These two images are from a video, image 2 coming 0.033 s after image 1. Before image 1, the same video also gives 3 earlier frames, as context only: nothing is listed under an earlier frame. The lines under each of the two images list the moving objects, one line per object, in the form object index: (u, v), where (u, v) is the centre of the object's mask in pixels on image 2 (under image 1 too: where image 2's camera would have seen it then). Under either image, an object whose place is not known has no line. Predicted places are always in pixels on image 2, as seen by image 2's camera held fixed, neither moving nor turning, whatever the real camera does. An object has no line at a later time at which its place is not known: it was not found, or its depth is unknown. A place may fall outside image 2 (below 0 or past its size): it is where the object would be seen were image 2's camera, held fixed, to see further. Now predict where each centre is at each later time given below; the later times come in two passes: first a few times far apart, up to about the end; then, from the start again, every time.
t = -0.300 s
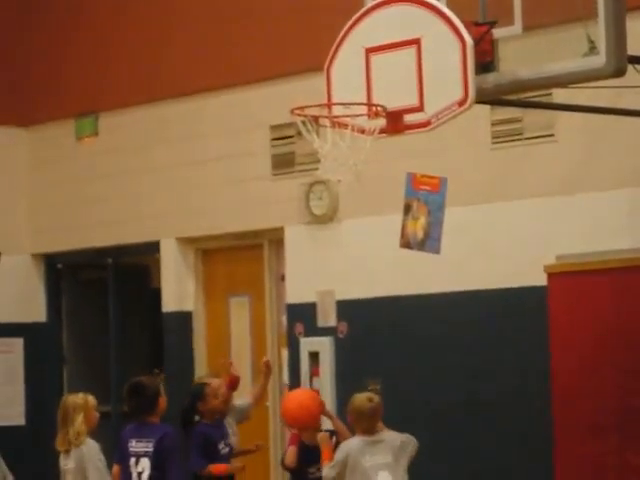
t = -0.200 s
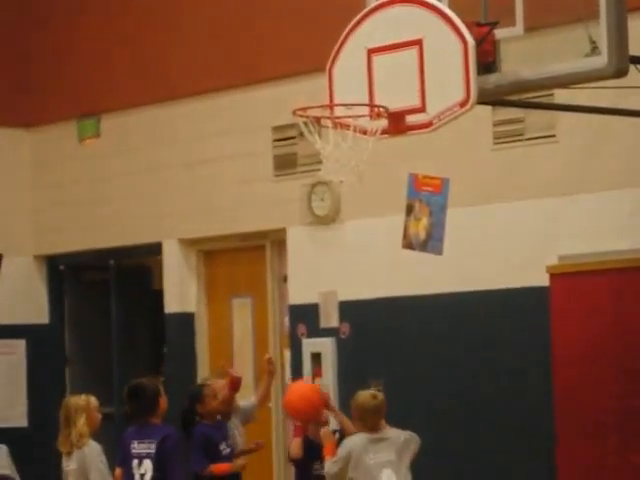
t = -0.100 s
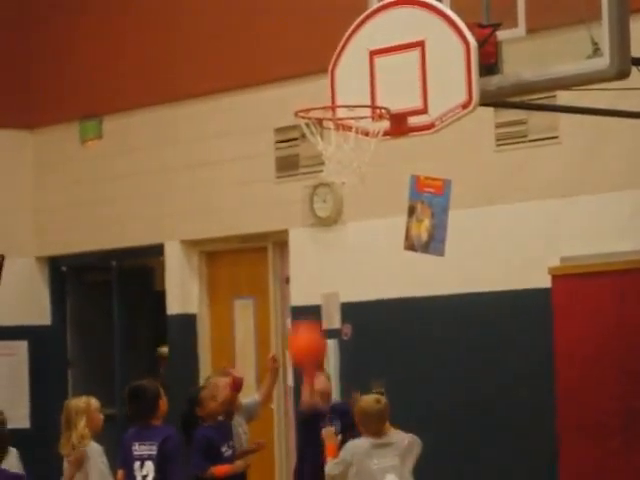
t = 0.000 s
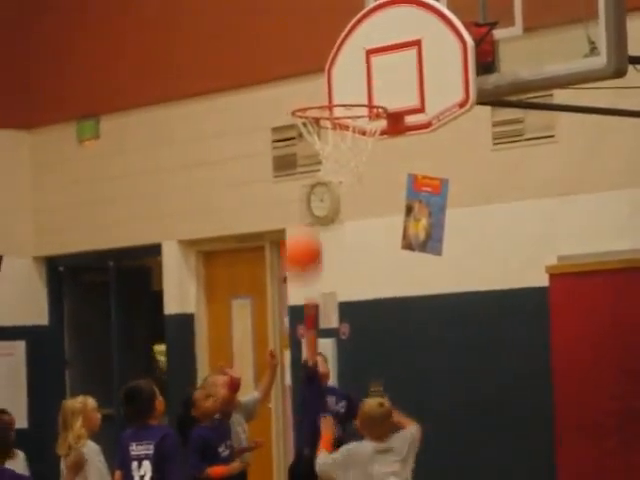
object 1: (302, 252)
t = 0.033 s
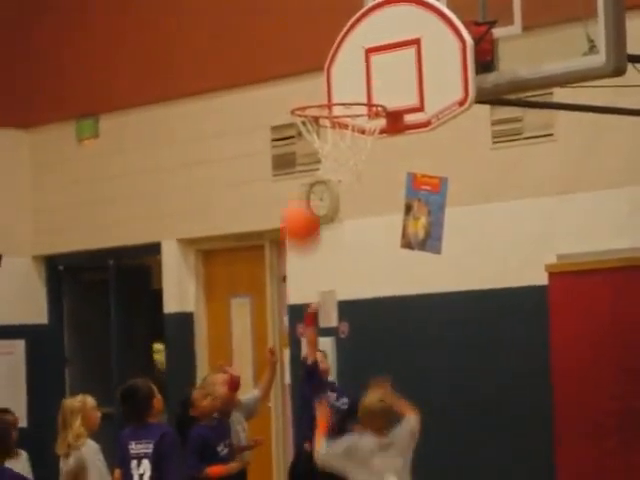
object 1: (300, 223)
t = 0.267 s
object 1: (295, 90)
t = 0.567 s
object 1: (295, 65)
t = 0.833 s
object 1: (306, 92)
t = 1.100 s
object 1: (347, 167)
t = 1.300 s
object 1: (372, 272)
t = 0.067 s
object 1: (297, 197)
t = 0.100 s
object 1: (297, 175)
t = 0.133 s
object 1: (296, 155)
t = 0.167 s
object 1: (293, 140)
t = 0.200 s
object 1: (290, 116)
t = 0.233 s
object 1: (293, 100)
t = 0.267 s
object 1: (295, 90)
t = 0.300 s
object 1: (295, 79)
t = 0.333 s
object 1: (295, 71)
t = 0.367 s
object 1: (295, 64)
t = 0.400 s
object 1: (295, 59)
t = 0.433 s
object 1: (295, 57)
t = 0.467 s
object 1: (295, 56)
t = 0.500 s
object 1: (295, 57)
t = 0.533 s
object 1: (295, 60)
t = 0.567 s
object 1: (295, 65)
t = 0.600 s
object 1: (295, 72)
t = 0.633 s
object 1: (296, 82)
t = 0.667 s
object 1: (297, 91)
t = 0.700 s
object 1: (299, 88)
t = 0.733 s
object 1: (301, 87)
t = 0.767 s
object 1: (303, 86)
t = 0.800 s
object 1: (304, 88)
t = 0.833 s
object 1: (306, 92)
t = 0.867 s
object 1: (310, 95)
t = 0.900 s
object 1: (316, 98)
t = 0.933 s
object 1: (321, 108)
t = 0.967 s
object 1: (325, 117)
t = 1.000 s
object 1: (329, 126)
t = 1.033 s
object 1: (336, 138)
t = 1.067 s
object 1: (341, 152)
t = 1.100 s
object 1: (347, 167)
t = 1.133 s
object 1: (351, 181)
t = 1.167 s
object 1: (354, 194)
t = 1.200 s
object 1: (358, 210)
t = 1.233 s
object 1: (363, 229)
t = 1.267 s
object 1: (368, 248)
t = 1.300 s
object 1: (372, 272)
